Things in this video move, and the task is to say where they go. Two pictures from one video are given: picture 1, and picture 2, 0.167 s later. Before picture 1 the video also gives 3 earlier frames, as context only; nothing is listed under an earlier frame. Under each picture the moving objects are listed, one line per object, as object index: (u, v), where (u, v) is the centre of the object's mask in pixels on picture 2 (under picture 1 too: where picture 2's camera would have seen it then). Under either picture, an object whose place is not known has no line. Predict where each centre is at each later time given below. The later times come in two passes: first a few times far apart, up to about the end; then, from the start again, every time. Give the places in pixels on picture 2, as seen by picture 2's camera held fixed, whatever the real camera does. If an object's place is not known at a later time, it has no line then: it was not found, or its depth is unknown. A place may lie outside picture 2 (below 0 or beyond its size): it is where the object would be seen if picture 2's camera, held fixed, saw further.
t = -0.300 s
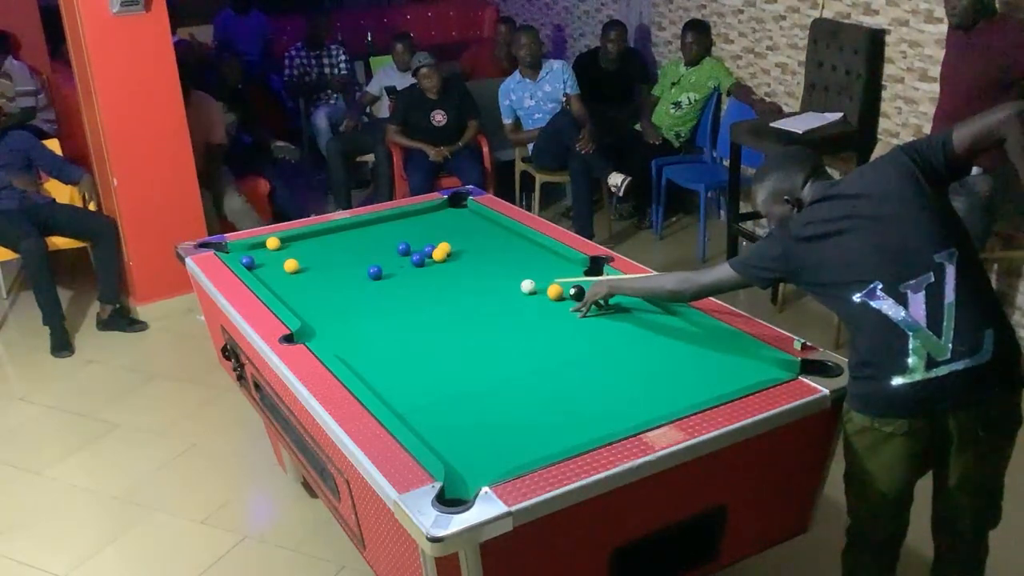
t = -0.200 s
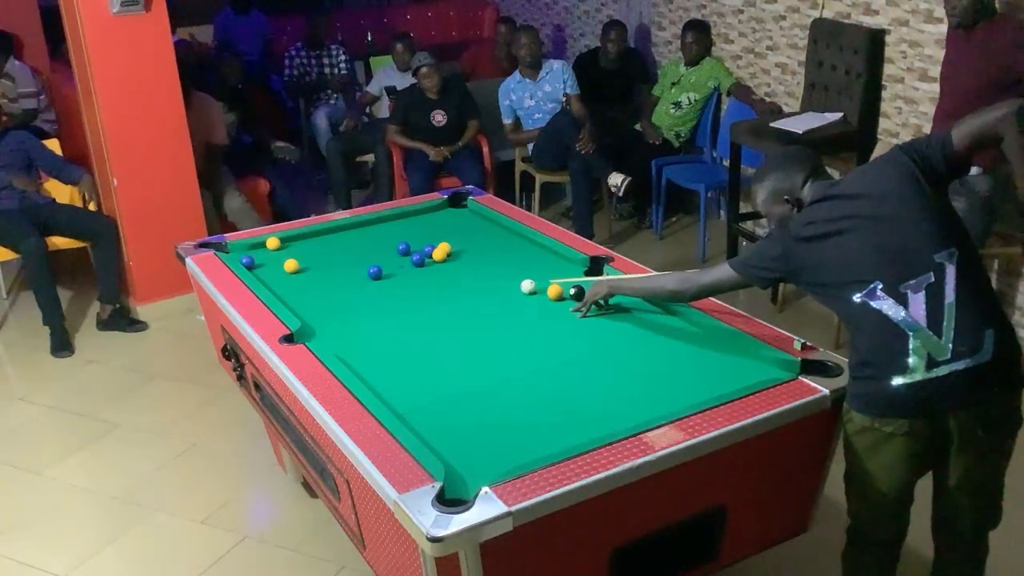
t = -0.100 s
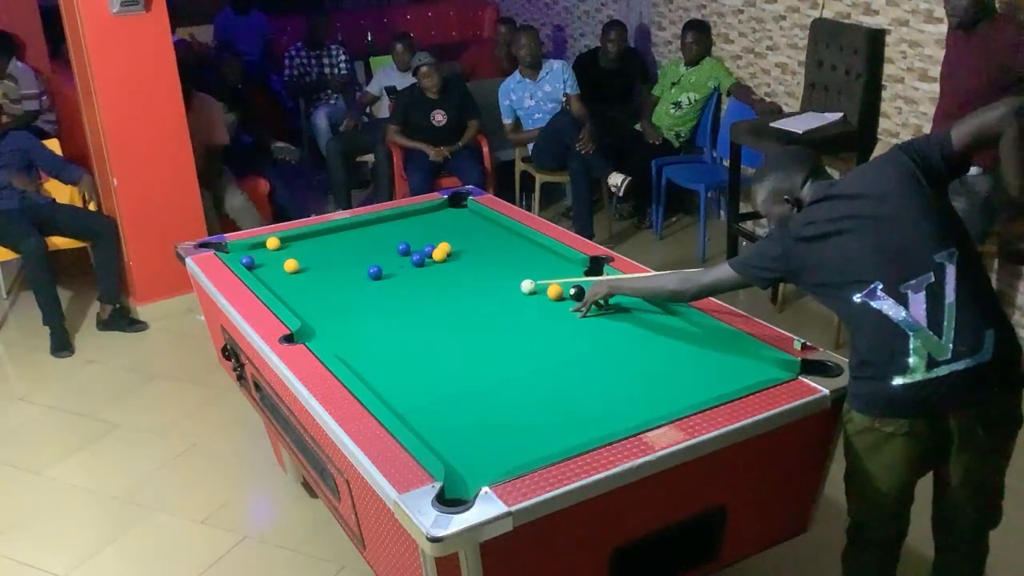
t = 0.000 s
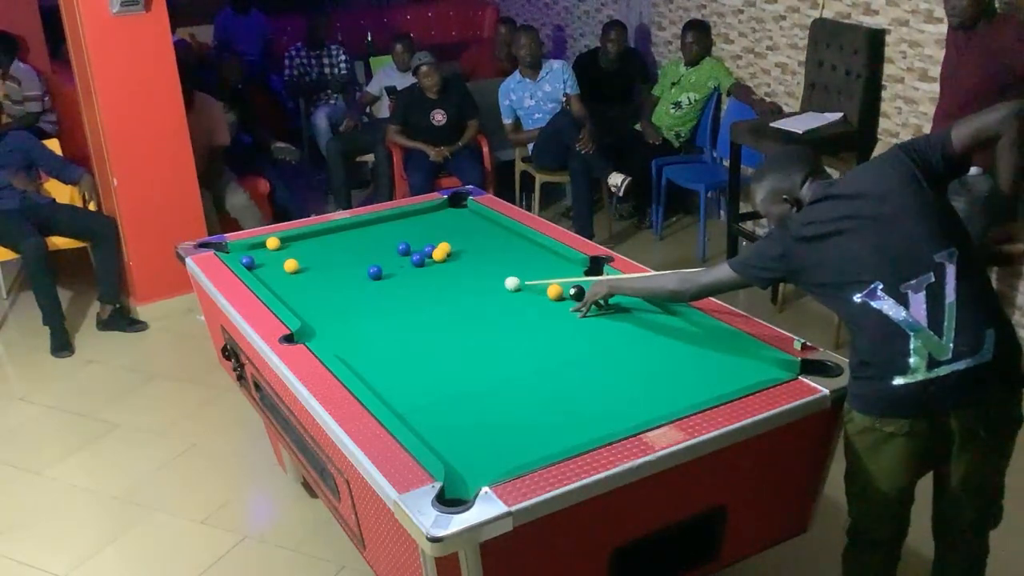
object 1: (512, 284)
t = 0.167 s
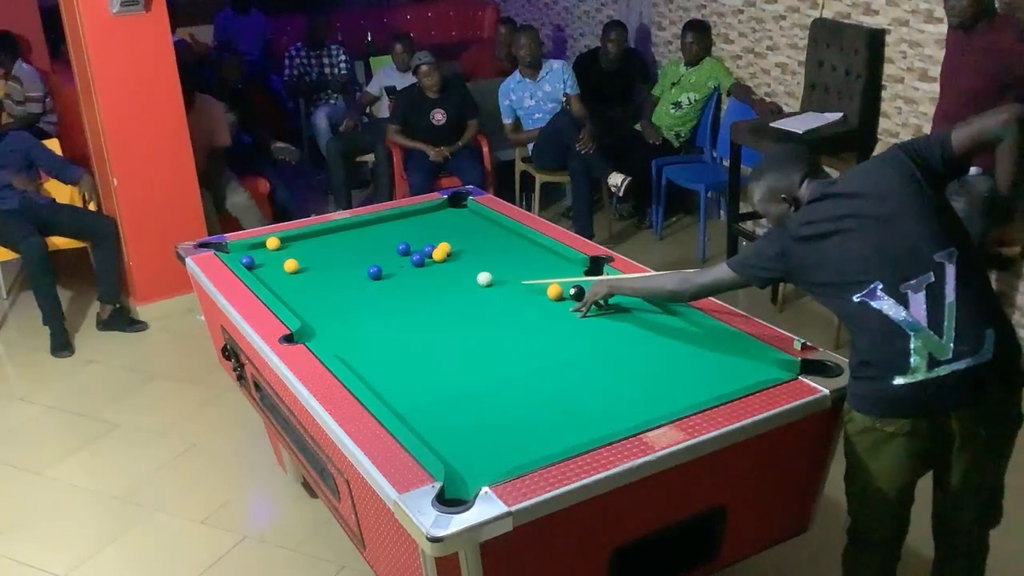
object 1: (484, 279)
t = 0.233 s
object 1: (473, 277)
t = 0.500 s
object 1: (432, 269)
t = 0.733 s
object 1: (400, 263)
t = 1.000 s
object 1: (365, 257)
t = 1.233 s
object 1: (336, 252)
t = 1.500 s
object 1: (304, 247)
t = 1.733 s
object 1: (287, 243)
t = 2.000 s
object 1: (288, 241)
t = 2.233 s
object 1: (292, 242)
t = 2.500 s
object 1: (295, 243)
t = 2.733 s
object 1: (298, 243)
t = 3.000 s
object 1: (299, 243)
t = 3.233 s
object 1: (299, 243)
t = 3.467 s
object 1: (299, 243)
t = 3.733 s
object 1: (299, 244)
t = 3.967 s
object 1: (299, 243)
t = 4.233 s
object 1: (299, 243)
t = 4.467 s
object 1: (299, 243)
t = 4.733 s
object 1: (299, 243)
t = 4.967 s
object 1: (299, 243)
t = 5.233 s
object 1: (299, 243)
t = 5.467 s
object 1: (299, 243)
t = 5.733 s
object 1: (299, 243)
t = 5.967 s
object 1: (299, 243)
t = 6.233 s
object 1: (299, 243)
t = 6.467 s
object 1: (299, 243)
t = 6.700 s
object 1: (299, 244)
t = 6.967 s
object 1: (299, 243)
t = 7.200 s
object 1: (299, 243)
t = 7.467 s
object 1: (298, 243)
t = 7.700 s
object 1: (299, 243)
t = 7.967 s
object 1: (299, 243)
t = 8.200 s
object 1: (299, 243)
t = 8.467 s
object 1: (299, 243)
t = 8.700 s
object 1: (299, 243)
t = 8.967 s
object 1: (299, 243)
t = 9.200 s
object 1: (299, 243)
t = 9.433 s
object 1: (299, 243)
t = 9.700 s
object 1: (299, 243)
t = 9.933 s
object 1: (299, 243)
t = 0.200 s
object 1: (478, 278)
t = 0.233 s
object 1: (473, 277)
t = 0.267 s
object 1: (468, 276)
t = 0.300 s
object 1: (463, 275)
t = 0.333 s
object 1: (458, 274)
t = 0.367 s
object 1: (452, 273)
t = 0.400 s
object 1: (448, 272)
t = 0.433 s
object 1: (443, 271)
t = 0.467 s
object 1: (437, 270)
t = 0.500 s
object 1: (432, 269)
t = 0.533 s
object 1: (428, 269)
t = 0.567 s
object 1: (423, 268)
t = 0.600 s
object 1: (418, 267)
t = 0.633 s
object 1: (414, 266)
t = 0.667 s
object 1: (409, 265)
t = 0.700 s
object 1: (404, 264)
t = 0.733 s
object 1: (400, 263)
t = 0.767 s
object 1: (395, 263)
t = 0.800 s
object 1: (391, 262)
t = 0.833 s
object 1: (387, 261)
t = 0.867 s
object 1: (382, 260)
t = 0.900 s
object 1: (378, 259)
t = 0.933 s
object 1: (373, 259)
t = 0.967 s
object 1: (369, 258)
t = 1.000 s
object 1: (365, 257)
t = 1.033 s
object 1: (360, 256)
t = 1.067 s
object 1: (356, 256)
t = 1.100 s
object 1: (352, 255)
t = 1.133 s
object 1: (348, 254)
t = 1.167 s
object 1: (344, 253)
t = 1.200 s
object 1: (340, 253)
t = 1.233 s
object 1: (336, 252)
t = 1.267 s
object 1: (332, 251)
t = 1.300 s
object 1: (328, 251)
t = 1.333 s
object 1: (324, 250)
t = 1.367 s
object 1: (320, 250)
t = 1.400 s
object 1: (316, 249)
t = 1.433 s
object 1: (312, 248)
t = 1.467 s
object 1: (308, 248)
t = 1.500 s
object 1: (304, 247)
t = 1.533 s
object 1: (301, 246)
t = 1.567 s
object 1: (297, 246)
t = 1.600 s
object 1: (293, 245)
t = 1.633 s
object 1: (289, 245)
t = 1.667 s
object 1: (287, 244)
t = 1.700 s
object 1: (287, 243)
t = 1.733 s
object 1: (287, 243)
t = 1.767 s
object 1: (287, 242)
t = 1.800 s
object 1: (287, 242)
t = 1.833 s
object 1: (286, 241)
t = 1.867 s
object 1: (286, 240)
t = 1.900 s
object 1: (286, 240)
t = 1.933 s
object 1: (287, 240)
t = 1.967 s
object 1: (287, 240)
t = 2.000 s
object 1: (288, 241)
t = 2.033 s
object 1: (288, 241)
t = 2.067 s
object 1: (289, 241)
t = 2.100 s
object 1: (289, 241)
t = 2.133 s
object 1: (290, 241)
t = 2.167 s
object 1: (291, 242)
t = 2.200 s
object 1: (291, 242)
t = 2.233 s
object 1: (292, 242)
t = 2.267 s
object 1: (292, 242)
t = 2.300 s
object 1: (293, 242)
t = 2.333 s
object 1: (293, 242)
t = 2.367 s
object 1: (294, 243)
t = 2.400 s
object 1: (294, 243)
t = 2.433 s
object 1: (295, 243)
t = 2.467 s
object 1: (295, 243)
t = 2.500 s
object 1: (295, 243)
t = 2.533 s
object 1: (296, 243)
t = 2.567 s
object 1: (296, 243)
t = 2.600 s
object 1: (296, 243)
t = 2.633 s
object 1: (297, 243)
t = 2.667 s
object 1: (297, 243)
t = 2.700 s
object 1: (297, 243)
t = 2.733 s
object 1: (298, 243)
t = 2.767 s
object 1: (298, 243)
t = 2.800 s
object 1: (298, 243)
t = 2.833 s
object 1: (298, 244)
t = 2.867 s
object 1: (298, 243)
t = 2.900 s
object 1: (299, 244)
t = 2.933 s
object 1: (299, 243)
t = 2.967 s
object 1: (299, 243)
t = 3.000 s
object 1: (299, 243)
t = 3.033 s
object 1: (299, 243)
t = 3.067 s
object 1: (299, 243)
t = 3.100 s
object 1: (299, 244)
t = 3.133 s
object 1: (299, 243)
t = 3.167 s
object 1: (299, 244)
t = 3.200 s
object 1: (299, 244)
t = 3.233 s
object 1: (299, 243)
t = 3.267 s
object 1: (299, 243)
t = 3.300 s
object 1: (299, 243)
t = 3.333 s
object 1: (299, 244)
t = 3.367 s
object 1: (299, 244)
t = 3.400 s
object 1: (299, 244)
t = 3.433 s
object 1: (299, 244)
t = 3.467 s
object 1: (299, 243)
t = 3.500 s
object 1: (299, 244)
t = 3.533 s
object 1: (299, 244)
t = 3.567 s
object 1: (299, 244)
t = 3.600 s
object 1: (299, 244)
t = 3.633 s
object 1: (299, 244)
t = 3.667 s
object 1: (299, 244)
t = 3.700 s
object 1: (299, 244)
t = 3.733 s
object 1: (299, 244)
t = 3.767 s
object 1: (299, 244)
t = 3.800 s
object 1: (299, 243)
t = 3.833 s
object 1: (299, 244)
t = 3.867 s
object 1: (299, 243)
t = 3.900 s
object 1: (299, 243)
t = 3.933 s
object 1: (299, 244)
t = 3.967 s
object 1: (299, 243)
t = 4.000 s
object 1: (299, 244)
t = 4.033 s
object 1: (299, 244)
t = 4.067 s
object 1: (299, 244)
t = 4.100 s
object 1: (299, 244)
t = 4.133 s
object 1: (299, 244)
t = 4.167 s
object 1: (299, 243)
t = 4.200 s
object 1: (299, 244)
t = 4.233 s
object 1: (299, 243)
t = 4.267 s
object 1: (299, 243)
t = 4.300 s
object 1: (299, 243)
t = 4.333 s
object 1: (299, 243)
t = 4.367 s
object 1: (299, 243)
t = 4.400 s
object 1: (299, 243)
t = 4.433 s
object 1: (299, 243)
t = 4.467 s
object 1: (299, 243)
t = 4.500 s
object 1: (299, 243)
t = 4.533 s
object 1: (299, 243)
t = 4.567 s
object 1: (299, 243)
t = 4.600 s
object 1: (299, 243)
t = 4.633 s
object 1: (299, 243)
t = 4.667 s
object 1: (299, 243)
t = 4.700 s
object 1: (299, 243)
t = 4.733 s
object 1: (299, 243)
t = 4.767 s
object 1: (299, 243)
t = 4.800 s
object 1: (299, 243)
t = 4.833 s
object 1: (299, 243)
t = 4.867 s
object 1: (299, 243)
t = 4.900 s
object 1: (299, 243)
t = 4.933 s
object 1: (299, 243)
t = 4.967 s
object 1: (299, 243)
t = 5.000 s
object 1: (299, 243)
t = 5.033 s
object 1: (299, 243)
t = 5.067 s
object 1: (299, 243)
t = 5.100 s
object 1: (299, 243)
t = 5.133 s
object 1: (299, 243)
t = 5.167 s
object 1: (299, 243)
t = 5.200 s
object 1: (299, 243)
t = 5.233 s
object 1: (299, 243)
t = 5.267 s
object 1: (299, 243)
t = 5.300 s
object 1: (299, 243)
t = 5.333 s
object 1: (299, 243)
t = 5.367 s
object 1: (299, 243)
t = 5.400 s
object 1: (299, 243)
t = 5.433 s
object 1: (299, 243)
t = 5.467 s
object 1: (299, 243)
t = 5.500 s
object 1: (299, 243)
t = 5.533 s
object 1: (299, 243)
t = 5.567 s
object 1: (299, 243)
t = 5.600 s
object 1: (299, 243)
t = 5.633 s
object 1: (299, 243)
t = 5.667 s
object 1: (299, 243)
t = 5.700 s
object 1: (299, 243)
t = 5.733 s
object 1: (299, 243)
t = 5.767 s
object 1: (299, 243)
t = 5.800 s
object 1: (299, 243)
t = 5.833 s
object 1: (299, 243)
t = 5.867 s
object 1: (299, 243)
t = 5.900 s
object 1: (299, 243)
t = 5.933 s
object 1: (299, 243)
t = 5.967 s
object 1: (299, 243)
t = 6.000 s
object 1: (299, 243)
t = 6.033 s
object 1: (299, 243)
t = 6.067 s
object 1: (299, 243)
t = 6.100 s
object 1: (299, 243)
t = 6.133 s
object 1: (299, 243)
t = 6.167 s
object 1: (299, 243)
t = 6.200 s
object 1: (299, 243)
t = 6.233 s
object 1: (299, 243)
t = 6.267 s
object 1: (299, 243)
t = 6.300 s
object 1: (299, 243)
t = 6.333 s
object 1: (299, 243)
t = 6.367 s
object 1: (299, 243)
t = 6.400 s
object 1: (299, 243)
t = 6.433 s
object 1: (299, 243)
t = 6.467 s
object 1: (299, 243)
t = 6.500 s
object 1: (299, 243)
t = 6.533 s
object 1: (299, 243)
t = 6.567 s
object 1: (299, 243)
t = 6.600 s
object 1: (299, 244)
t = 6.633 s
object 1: (299, 243)
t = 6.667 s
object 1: (299, 244)
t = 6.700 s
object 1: (299, 244)
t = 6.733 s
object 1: (299, 244)
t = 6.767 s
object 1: (299, 243)
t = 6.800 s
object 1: (299, 243)
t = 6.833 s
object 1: (299, 243)
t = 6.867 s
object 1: (299, 243)
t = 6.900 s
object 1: (299, 243)
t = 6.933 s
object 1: (299, 243)
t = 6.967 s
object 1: (299, 243)
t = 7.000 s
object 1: (299, 243)
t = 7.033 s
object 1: (299, 243)
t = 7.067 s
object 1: (299, 243)
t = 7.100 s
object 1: (299, 243)
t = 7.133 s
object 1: (299, 243)
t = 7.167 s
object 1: (299, 243)
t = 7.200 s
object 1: (299, 243)
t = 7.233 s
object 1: (299, 243)
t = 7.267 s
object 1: (299, 243)
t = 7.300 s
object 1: (299, 243)
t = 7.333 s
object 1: (299, 243)
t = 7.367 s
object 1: (299, 243)
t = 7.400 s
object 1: (299, 243)
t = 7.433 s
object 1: (299, 243)
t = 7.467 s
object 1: (298, 243)
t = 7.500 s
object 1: (299, 243)
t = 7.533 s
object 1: (299, 243)
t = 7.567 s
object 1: (299, 243)
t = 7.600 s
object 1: (299, 243)
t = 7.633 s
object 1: (299, 243)
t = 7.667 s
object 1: (299, 243)
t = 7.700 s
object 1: (299, 243)
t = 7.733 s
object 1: (299, 243)
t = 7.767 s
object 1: (299, 243)
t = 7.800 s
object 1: (299, 243)
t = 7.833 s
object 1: (299, 243)
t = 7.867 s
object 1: (299, 243)
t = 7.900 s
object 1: (299, 243)
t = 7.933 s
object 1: (299, 243)
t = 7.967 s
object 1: (299, 243)
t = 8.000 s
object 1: (299, 243)
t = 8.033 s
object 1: (299, 243)
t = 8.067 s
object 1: (299, 243)
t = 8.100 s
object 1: (299, 243)
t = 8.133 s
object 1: (299, 243)
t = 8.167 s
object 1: (299, 243)
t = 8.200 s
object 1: (299, 243)
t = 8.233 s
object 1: (299, 243)
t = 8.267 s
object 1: (299, 243)
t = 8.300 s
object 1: (299, 243)
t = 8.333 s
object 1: (299, 243)
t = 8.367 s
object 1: (299, 243)
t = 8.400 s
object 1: (299, 243)
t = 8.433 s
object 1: (299, 243)
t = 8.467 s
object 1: (299, 243)
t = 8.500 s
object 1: (299, 243)
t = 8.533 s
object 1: (299, 243)
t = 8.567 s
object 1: (299, 243)
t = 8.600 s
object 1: (299, 243)
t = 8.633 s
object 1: (299, 243)
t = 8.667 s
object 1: (299, 243)
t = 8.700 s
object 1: (299, 243)
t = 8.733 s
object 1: (299, 243)
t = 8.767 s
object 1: (299, 243)
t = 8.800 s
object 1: (299, 243)
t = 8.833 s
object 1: (299, 243)
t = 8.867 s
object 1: (299, 243)
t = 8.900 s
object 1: (299, 243)
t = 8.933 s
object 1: (299, 243)
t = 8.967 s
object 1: (299, 243)
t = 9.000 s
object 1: (299, 243)
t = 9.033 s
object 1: (299, 243)
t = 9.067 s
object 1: (299, 243)
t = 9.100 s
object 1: (299, 243)
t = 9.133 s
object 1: (299, 243)
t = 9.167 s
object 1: (299, 243)
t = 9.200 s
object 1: (299, 243)
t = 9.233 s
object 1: (299, 243)
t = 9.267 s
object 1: (299, 243)
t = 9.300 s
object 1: (299, 243)
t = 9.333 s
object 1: (299, 243)
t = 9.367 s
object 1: (299, 243)
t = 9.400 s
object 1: (299, 243)
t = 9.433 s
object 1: (299, 243)
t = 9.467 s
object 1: (299, 243)
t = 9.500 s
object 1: (299, 243)
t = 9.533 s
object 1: (299, 243)
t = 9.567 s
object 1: (299, 243)
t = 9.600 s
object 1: (299, 243)
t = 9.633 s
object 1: (299, 243)
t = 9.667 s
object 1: (299, 243)
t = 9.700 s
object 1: (299, 243)
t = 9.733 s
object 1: (299, 243)
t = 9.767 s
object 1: (299, 243)
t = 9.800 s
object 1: (299, 243)
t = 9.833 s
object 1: (299, 243)
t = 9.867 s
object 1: (299, 243)
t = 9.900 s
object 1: (299, 243)
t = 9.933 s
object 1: (299, 243)
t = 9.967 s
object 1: (299, 243)
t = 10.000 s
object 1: (299, 243)
